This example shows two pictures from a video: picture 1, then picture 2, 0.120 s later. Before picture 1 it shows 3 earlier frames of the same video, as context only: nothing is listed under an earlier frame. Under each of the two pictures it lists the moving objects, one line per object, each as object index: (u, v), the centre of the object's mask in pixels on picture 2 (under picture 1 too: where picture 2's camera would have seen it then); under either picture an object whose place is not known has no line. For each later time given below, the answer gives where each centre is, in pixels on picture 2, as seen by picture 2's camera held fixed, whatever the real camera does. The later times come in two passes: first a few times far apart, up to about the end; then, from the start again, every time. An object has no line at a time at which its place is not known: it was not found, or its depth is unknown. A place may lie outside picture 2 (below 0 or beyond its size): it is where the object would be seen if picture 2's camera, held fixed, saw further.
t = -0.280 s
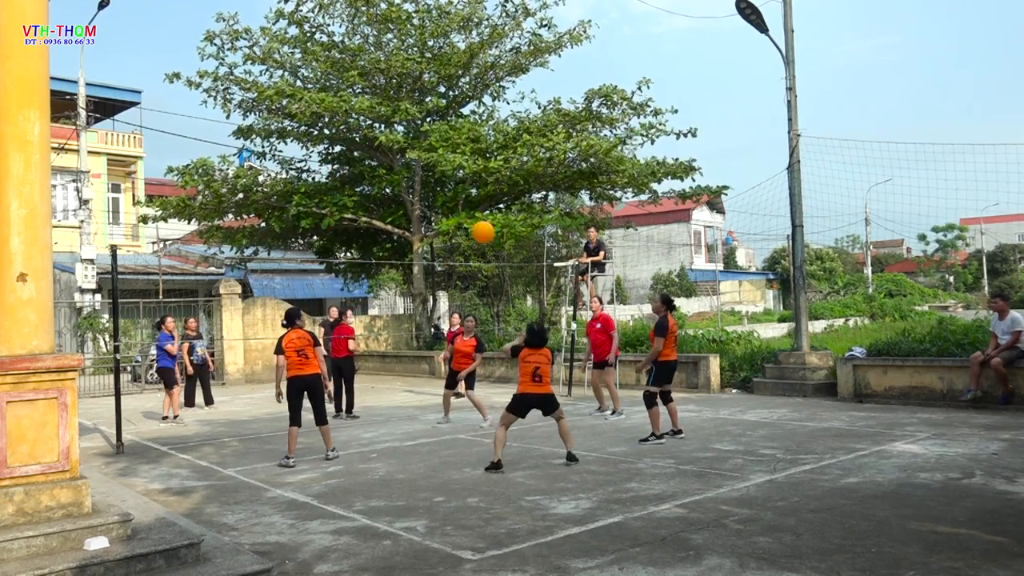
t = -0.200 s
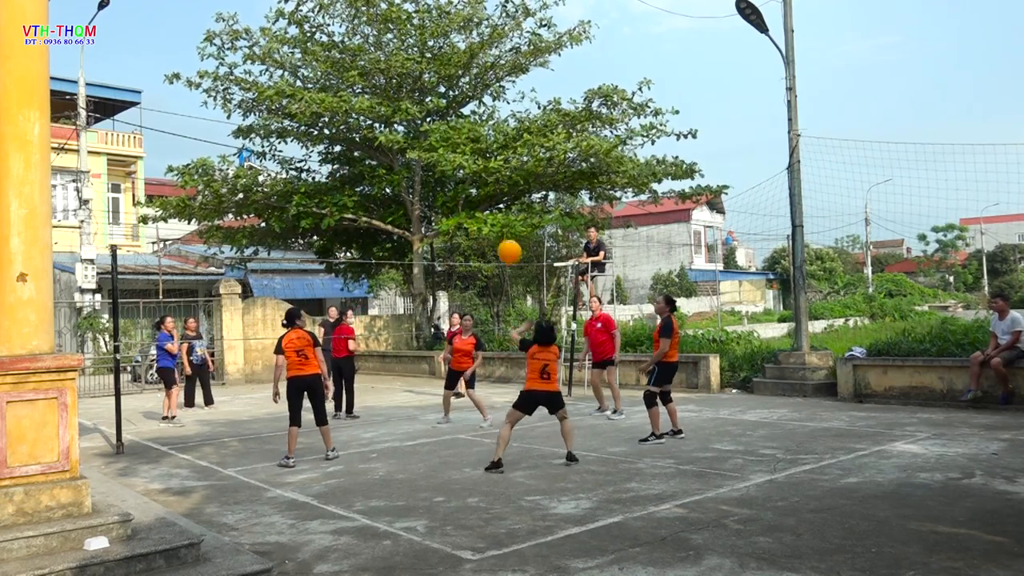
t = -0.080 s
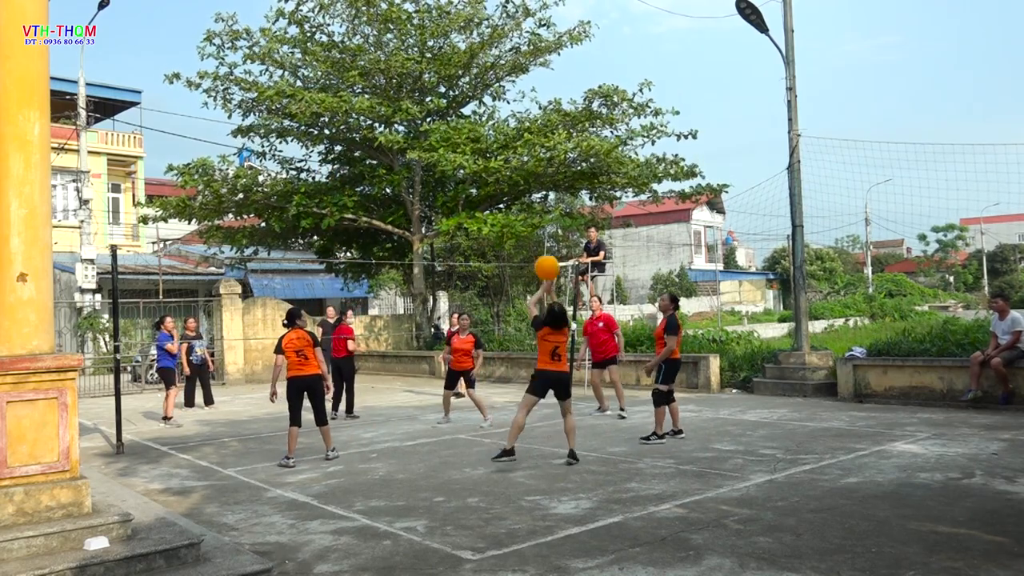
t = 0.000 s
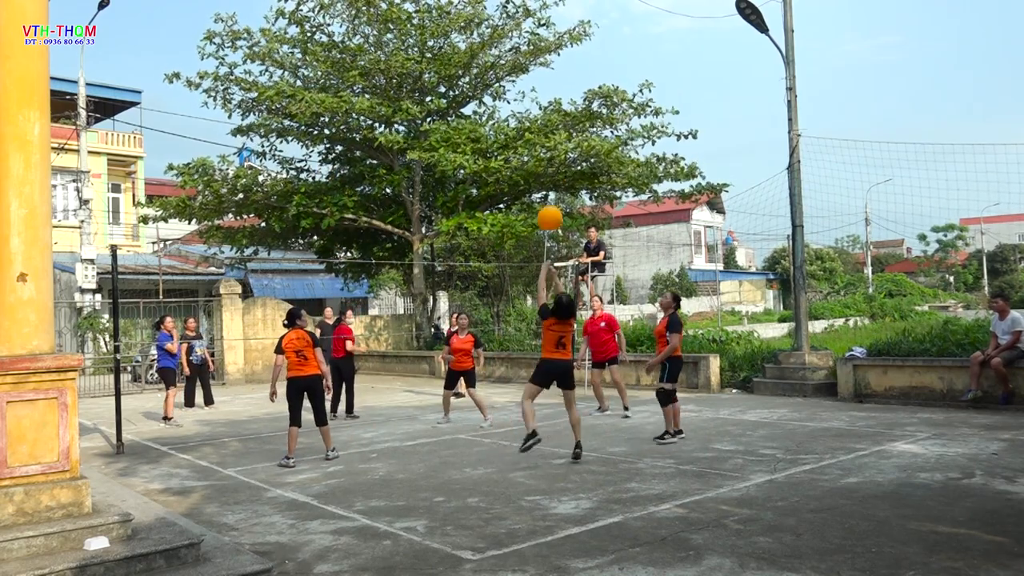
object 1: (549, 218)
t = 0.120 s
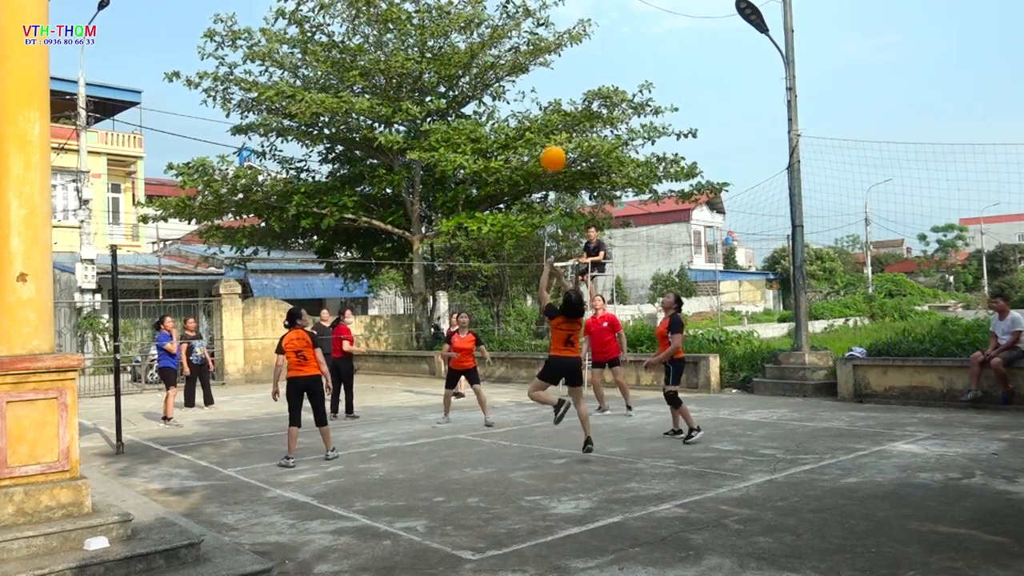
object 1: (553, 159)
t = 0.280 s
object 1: (556, 100)
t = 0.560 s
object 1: (563, 60)
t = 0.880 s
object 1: (571, 107)
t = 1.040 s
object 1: (575, 166)
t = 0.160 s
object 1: (554, 141)
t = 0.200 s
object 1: (554, 126)
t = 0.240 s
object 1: (555, 113)
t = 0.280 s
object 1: (556, 100)
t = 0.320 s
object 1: (557, 90)
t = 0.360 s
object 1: (559, 82)
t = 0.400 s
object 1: (559, 75)
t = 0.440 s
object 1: (560, 69)
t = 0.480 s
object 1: (561, 65)
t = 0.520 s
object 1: (562, 62)
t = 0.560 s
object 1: (563, 60)
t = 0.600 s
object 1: (564, 61)
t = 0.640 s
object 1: (566, 63)
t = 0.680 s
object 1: (567, 66)
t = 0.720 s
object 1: (568, 72)
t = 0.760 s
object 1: (569, 78)
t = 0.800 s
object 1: (569, 86)
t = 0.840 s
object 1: (570, 95)
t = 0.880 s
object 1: (571, 107)
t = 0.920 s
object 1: (572, 119)
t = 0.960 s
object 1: (574, 133)
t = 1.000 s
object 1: (574, 149)
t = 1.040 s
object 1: (575, 166)
